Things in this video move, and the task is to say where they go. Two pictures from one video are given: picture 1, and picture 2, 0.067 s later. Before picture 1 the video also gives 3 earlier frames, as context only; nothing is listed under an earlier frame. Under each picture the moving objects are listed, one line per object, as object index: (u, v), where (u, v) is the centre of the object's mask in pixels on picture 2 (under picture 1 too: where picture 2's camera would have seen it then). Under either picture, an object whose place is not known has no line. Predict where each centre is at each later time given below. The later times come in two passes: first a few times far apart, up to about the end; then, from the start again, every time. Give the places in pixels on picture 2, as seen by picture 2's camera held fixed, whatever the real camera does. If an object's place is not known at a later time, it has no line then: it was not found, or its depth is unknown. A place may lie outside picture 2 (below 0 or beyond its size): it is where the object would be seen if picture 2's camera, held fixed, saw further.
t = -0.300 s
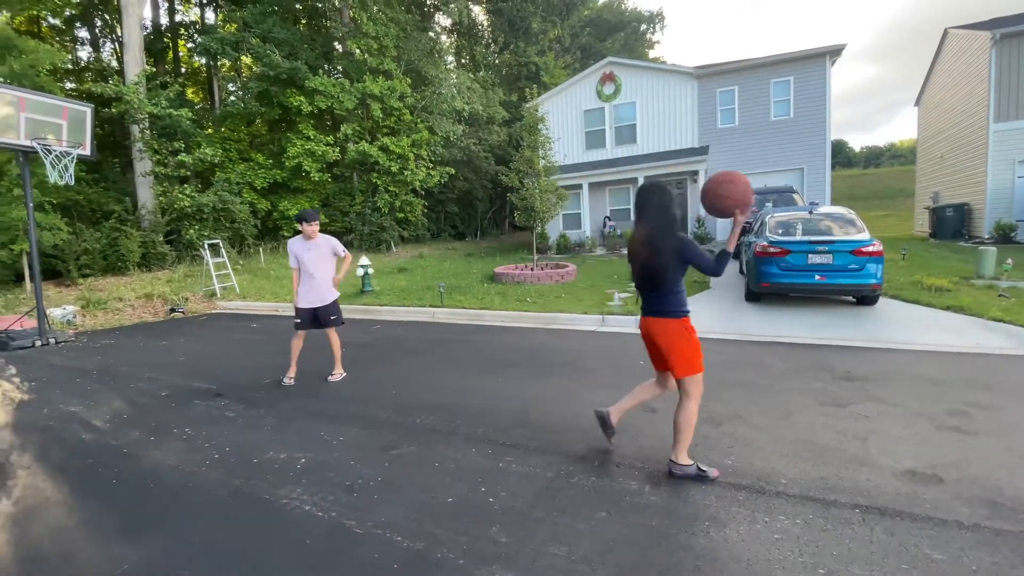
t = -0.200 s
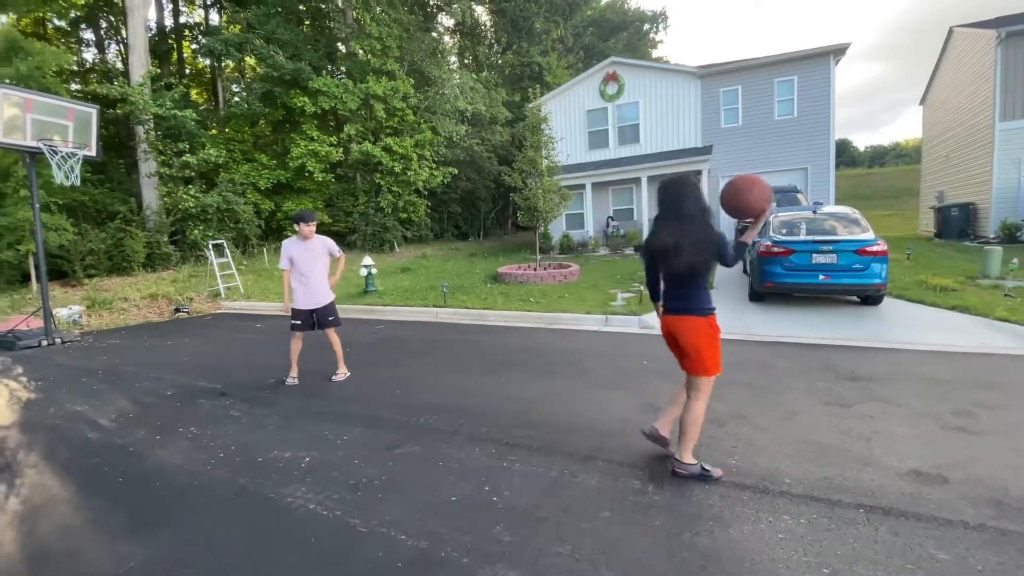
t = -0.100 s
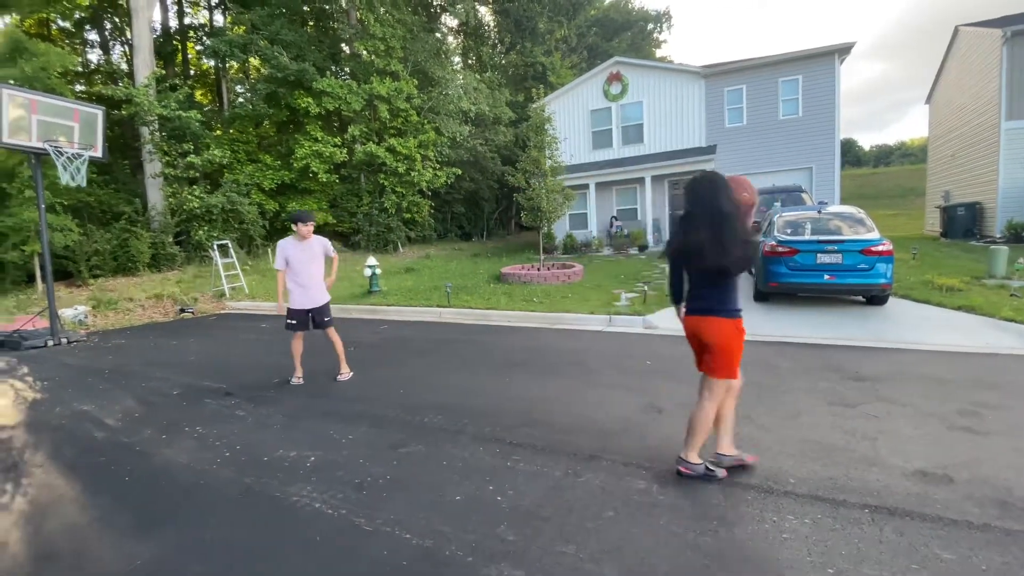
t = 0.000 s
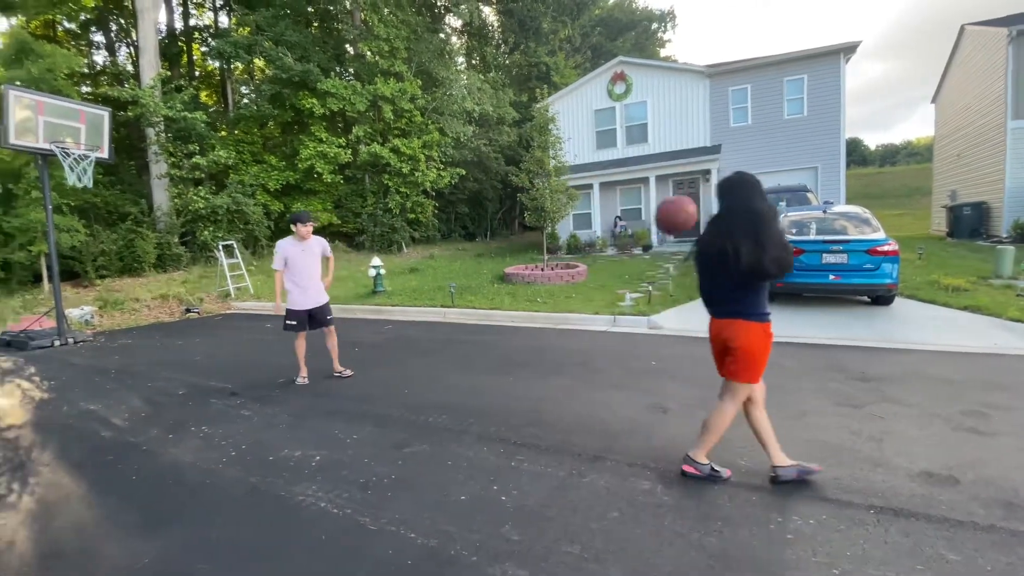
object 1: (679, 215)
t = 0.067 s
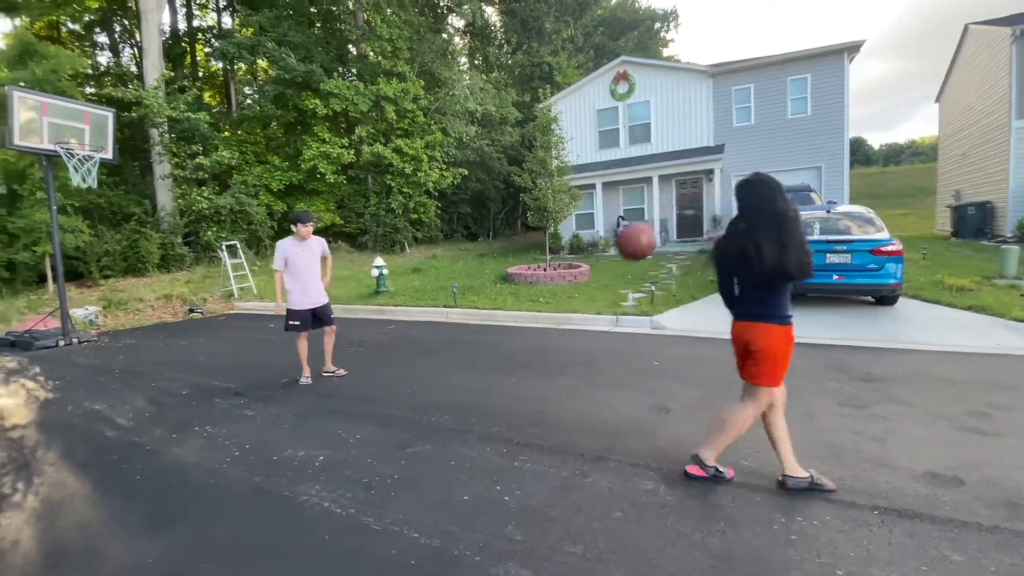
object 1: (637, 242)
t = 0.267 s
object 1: (530, 343)
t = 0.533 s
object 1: (454, 319)
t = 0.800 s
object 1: (409, 270)
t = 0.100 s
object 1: (616, 256)
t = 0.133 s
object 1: (596, 271)
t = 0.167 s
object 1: (577, 288)
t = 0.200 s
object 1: (560, 305)
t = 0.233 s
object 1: (544, 323)
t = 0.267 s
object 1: (530, 343)
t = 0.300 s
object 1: (515, 362)
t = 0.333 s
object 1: (502, 382)
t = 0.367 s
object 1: (489, 399)
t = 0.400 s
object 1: (482, 379)
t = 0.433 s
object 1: (475, 362)
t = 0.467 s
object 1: (468, 345)
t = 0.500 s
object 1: (461, 333)
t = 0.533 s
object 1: (454, 319)
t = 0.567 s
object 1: (448, 308)
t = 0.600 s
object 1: (442, 298)
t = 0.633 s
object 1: (436, 290)
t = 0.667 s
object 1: (430, 284)
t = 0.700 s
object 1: (425, 278)
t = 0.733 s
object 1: (419, 274)
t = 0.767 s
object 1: (414, 271)
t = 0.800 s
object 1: (409, 270)
